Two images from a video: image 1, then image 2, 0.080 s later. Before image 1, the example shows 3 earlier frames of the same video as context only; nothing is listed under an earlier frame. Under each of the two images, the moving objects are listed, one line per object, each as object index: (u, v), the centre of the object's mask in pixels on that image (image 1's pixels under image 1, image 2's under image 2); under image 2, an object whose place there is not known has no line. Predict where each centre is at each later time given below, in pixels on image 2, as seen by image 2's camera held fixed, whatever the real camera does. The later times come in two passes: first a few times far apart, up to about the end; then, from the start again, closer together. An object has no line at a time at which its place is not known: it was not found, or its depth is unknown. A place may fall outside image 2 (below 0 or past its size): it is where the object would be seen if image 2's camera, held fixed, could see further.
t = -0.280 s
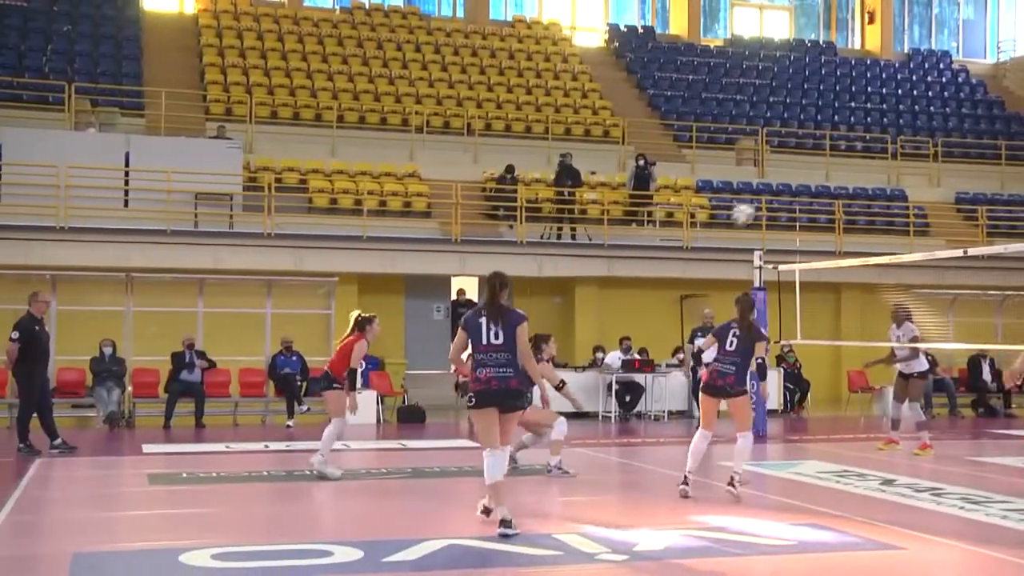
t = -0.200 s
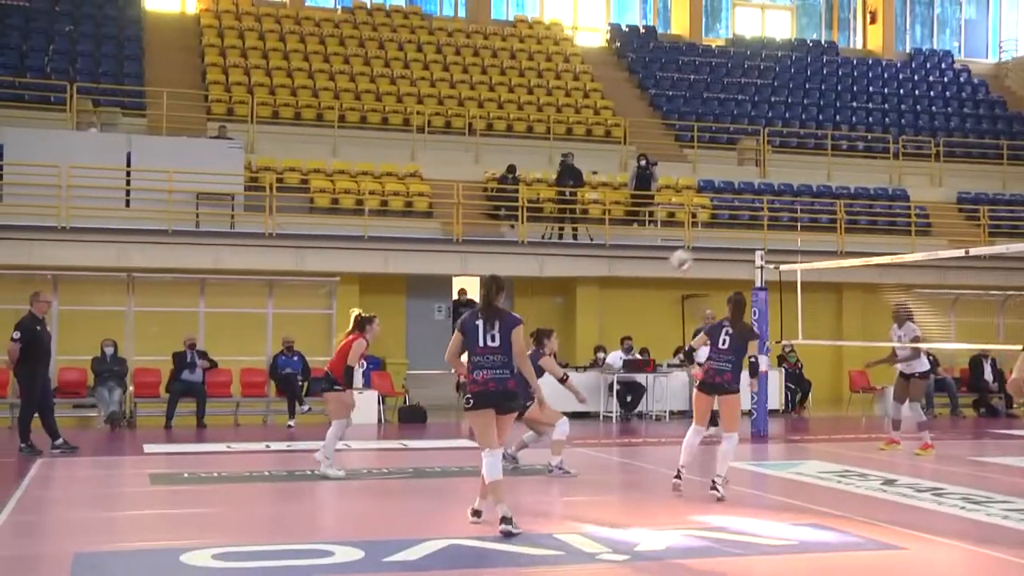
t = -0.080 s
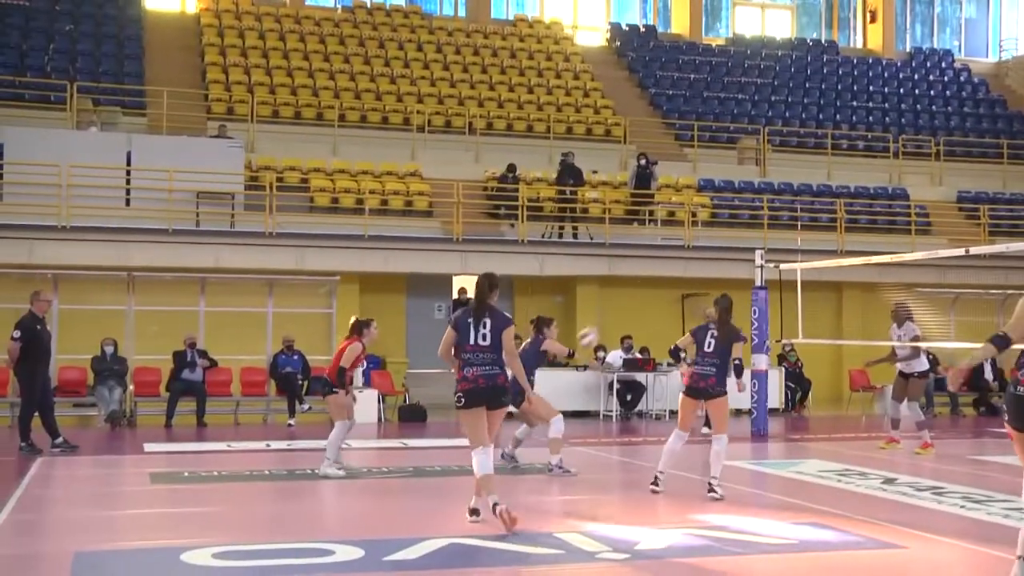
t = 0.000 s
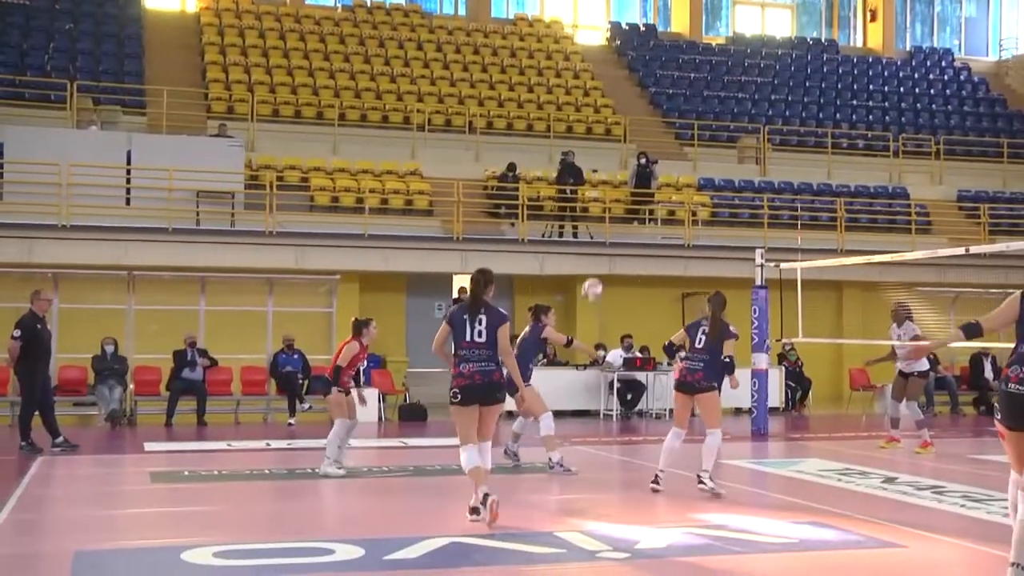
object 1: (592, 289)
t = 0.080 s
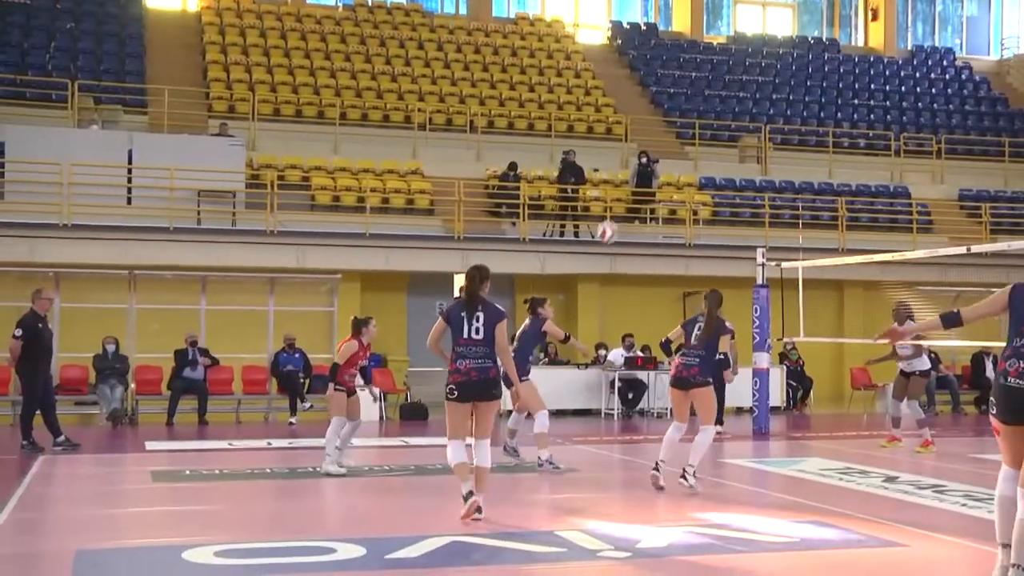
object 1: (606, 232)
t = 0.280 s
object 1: (639, 118)
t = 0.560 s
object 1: (683, 25)
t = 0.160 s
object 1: (621, 180)
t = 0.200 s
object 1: (627, 159)
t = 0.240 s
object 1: (633, 137)
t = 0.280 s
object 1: (639, 118)
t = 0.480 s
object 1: (670, 43)
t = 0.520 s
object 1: (676, 33)
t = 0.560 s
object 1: (683, 25)
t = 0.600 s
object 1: (688, 16)
